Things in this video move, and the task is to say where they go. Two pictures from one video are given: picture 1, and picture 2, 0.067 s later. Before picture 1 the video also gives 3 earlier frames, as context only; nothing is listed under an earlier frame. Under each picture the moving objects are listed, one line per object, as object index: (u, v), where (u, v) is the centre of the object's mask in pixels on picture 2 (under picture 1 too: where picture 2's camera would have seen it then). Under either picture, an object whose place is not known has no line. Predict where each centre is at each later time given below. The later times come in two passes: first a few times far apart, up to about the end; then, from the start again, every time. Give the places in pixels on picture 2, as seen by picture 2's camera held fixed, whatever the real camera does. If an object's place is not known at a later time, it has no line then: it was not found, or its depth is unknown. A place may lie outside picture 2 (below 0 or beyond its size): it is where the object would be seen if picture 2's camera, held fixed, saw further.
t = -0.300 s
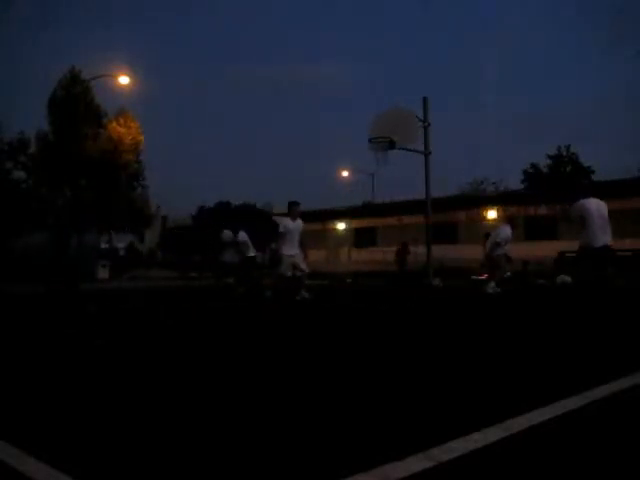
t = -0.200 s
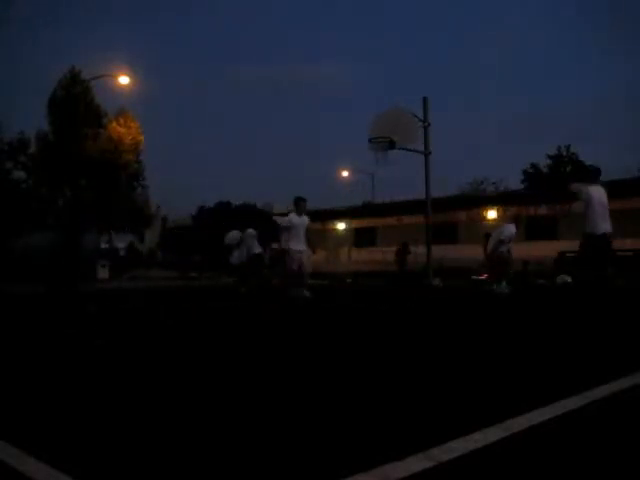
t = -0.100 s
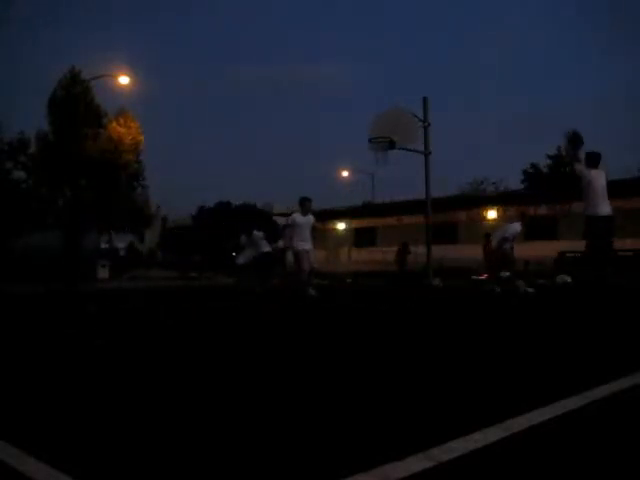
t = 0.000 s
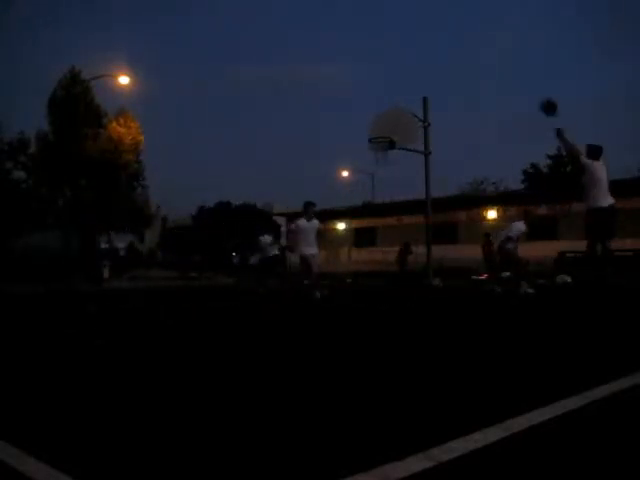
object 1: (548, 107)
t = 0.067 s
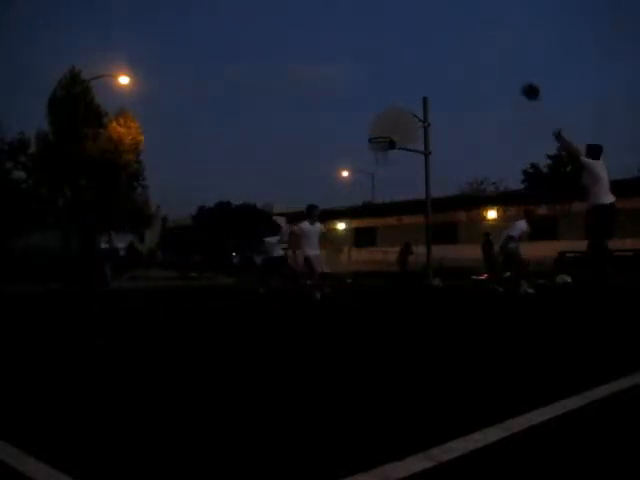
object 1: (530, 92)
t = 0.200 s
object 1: (500, 71)
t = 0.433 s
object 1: (454, 61)
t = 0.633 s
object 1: (421, 75)
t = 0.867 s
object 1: (388, 113)
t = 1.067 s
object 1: (387, 131)
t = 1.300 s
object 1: (387, 101)
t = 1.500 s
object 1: (387, 96)
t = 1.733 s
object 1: (389, 113)
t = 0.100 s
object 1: (522, 85)
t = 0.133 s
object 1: (515, 79)
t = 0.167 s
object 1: (507, 74)
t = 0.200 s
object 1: (500, 71)
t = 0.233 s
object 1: (492, 67)
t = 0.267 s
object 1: (486, 64)
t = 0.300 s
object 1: (478, 62)
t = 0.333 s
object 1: (472, 61)
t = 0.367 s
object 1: (466, 61)
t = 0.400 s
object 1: (460, 61)
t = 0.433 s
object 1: (454, 61)
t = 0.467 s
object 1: (448, 62)
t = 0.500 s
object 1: (442, 64)
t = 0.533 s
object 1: (437, 66)
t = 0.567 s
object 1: (431, 69)
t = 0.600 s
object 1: (426, 71)
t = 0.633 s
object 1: (421, 75)
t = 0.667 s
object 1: (416, 80)
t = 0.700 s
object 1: (411, 84)
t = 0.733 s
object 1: (406, 89)
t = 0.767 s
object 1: (401, 95)
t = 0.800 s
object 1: (397, 101)
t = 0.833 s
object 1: (392, 107)
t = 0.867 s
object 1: (388, 113)
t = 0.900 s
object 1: (383, 120)
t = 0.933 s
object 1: (380, 127)
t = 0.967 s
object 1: (375, 137)
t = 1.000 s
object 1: (376, 138)
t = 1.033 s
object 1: (383, 137)
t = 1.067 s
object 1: (387, 131)
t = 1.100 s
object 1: (387, 128)
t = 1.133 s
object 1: (387, 120)
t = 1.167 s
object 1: (387, 116)
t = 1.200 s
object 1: (387, 112)
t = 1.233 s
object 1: (387, 107)
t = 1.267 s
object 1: (387, 104)
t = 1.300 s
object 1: (387, 101)
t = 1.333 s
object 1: (387, 99)
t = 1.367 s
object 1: (387, 97)
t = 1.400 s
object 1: (387, 96)
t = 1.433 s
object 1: (387, 96)
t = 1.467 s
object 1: (387, 96)
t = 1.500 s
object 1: (387, 96)
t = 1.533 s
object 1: (387, 97)
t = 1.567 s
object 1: (388, 98)
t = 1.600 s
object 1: (388, 100)
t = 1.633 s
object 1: (389, 103)
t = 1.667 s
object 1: (388, 106)
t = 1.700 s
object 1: (389, 109)
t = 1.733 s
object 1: (389, 113)
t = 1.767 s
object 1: (389, 118)
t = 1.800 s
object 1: (390, 123)
